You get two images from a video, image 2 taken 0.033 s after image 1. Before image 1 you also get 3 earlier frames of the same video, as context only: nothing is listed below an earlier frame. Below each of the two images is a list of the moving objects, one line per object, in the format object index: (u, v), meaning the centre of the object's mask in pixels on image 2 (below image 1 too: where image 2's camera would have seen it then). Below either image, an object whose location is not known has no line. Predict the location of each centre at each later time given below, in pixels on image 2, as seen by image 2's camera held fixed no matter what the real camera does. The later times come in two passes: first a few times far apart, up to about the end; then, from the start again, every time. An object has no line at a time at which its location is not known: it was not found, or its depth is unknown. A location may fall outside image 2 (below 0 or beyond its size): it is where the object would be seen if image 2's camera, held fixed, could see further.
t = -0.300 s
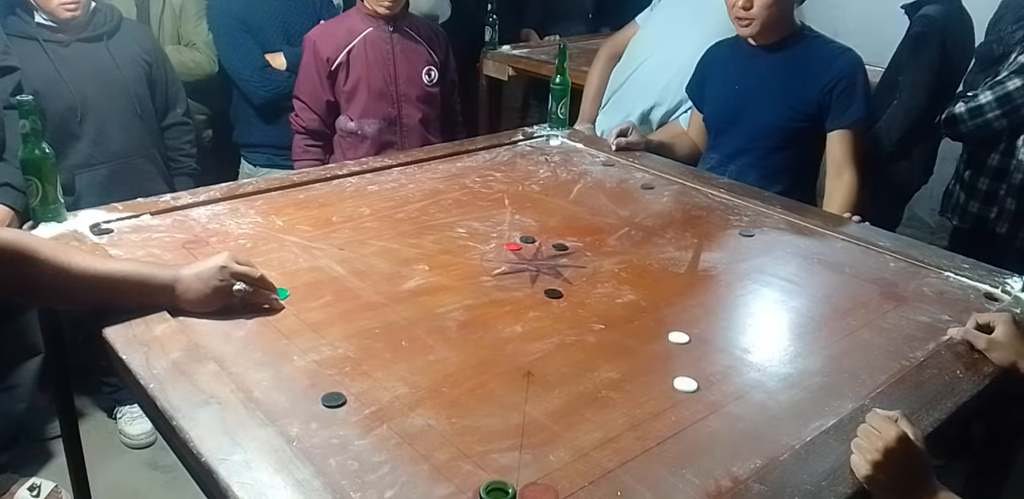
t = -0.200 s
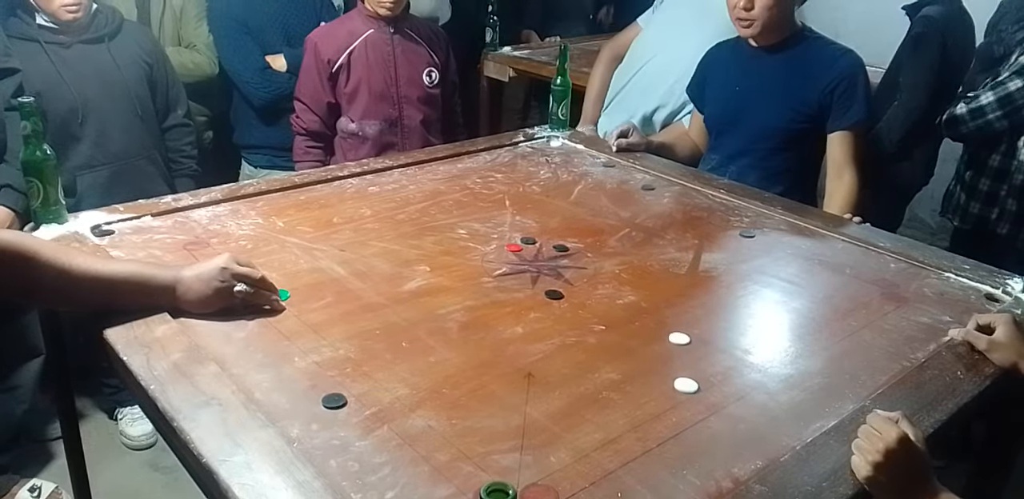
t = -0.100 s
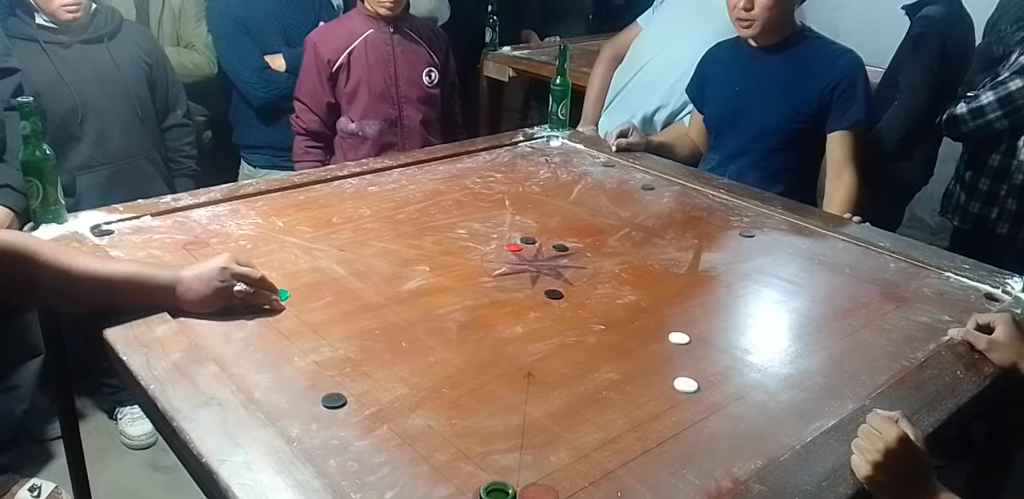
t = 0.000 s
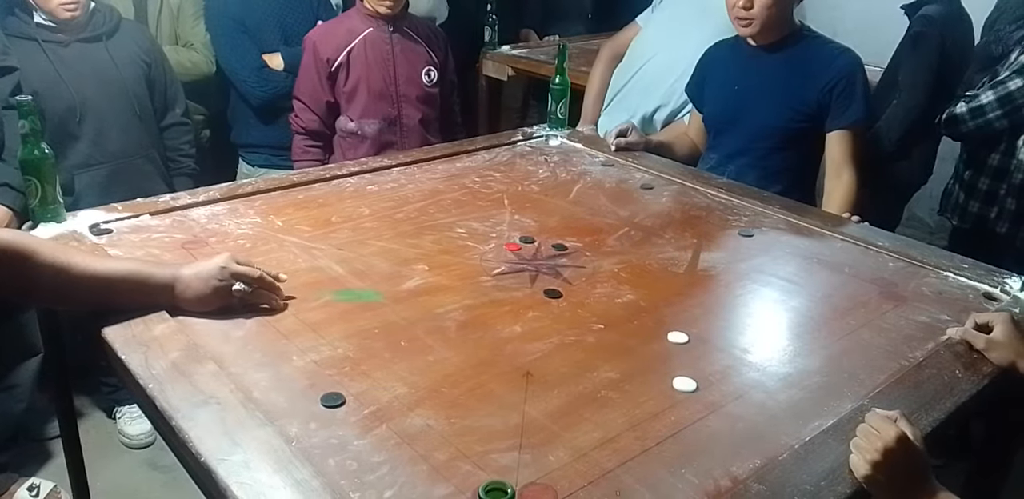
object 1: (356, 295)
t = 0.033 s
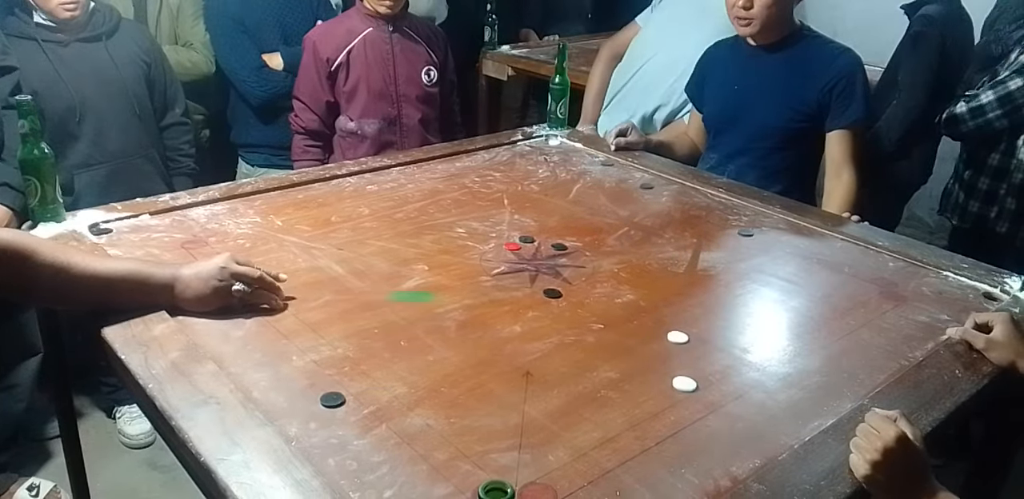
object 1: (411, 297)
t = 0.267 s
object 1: (641, 333)
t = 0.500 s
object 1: (692, 364)
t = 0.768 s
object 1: (696, 368)
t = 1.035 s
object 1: (695, 368)
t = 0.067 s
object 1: (469, 298)
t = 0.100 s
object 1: (519, 298)
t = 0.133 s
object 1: (552, 304)
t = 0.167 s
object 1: (576, 312)
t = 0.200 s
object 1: (598, 319)
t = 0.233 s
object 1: (620, 327)
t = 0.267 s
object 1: (641, 333)
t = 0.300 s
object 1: (657, 340)
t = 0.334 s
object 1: (666, 346)
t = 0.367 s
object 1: (673, 351)
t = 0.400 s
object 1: (679, 356)
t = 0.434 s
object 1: (684, 359)
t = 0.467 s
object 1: (688, 362)
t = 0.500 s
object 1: (692, 364)
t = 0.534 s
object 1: (694, 366)
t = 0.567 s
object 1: (695, 367)
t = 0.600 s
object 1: (695, 368)
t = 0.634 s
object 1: (696, 368)
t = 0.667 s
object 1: (695, 368)
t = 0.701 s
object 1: (695, 368)
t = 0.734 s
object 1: (695, 368)
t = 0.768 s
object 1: (696, 368)
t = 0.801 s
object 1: (696, 368)
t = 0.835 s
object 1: (696, 368)
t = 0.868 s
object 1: (696, 368)
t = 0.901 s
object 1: (696, 368)
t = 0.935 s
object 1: (696, 368)
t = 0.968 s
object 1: (696, 368)
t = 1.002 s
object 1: (695, 368)
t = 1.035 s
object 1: (695, 368)
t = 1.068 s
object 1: (696, 368)
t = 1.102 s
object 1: (696, 368)
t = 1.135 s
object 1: (696, 368)
